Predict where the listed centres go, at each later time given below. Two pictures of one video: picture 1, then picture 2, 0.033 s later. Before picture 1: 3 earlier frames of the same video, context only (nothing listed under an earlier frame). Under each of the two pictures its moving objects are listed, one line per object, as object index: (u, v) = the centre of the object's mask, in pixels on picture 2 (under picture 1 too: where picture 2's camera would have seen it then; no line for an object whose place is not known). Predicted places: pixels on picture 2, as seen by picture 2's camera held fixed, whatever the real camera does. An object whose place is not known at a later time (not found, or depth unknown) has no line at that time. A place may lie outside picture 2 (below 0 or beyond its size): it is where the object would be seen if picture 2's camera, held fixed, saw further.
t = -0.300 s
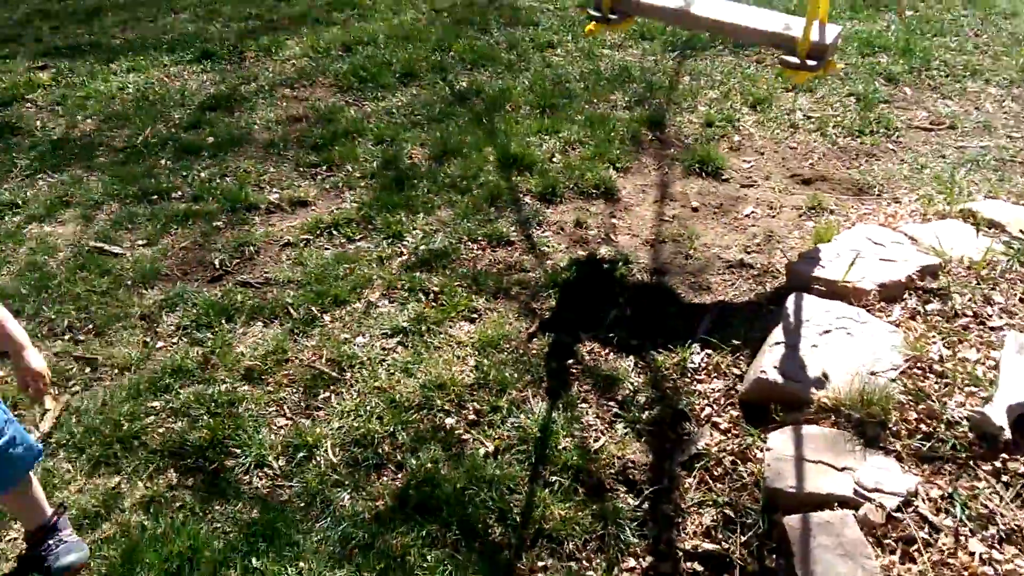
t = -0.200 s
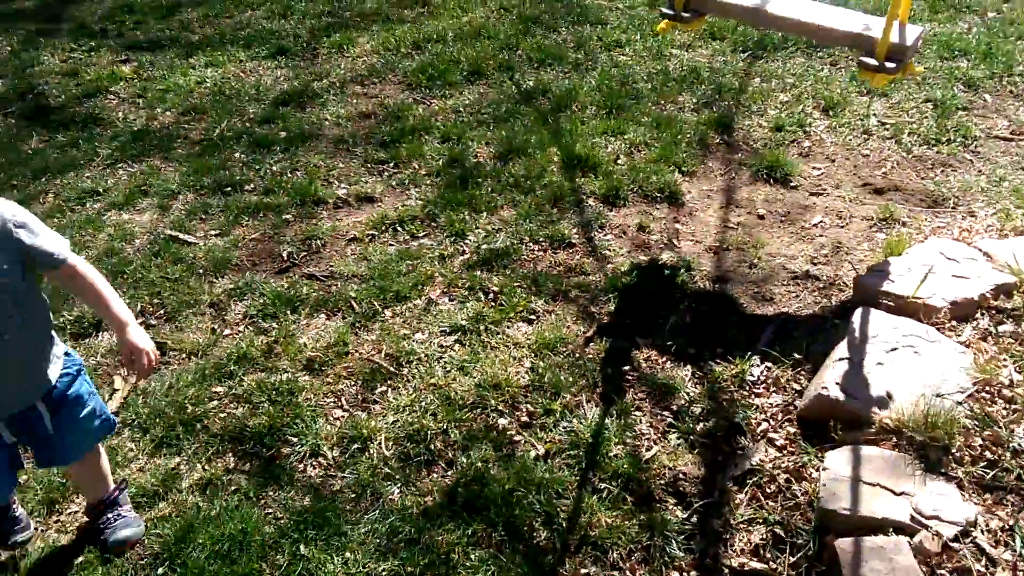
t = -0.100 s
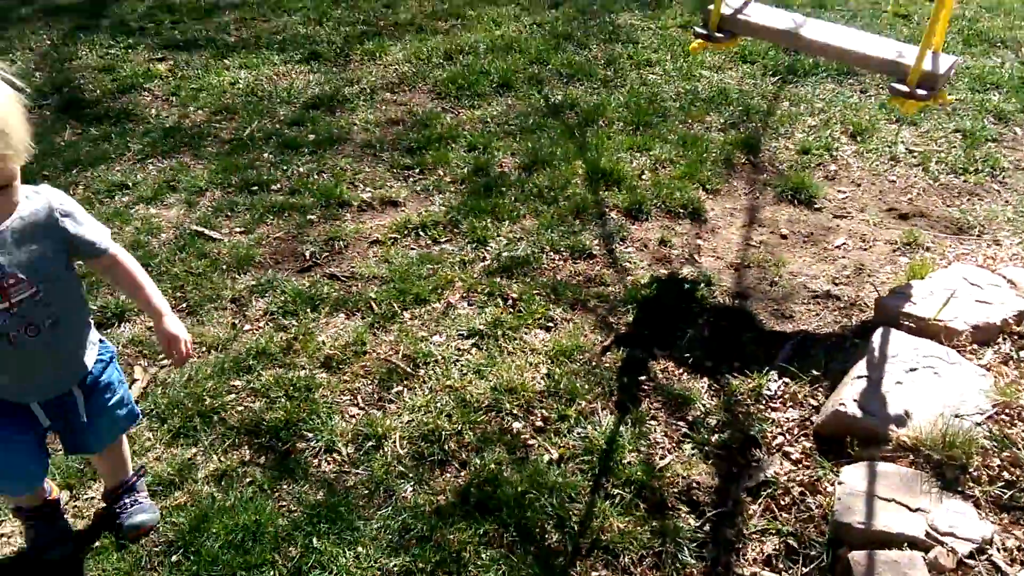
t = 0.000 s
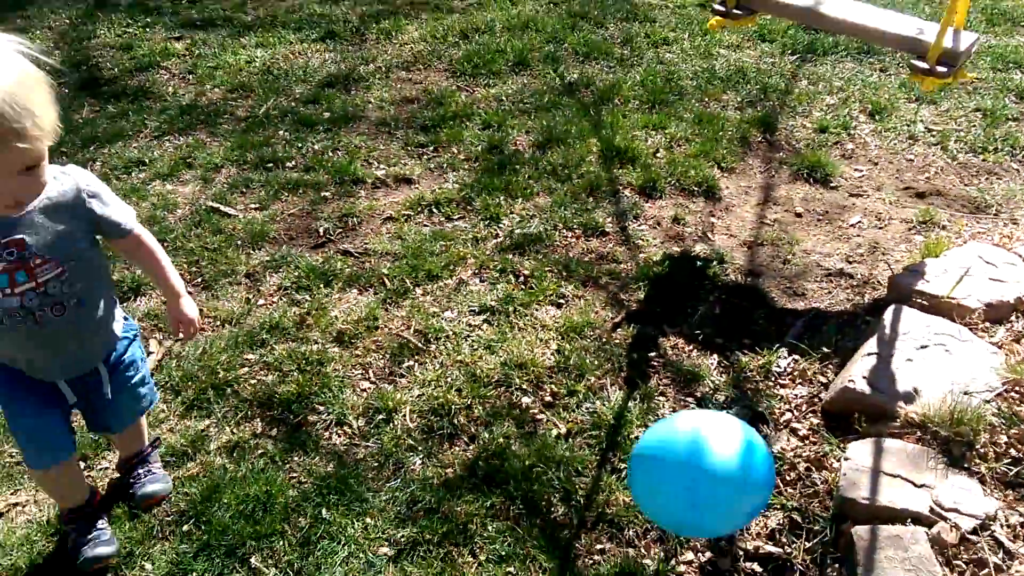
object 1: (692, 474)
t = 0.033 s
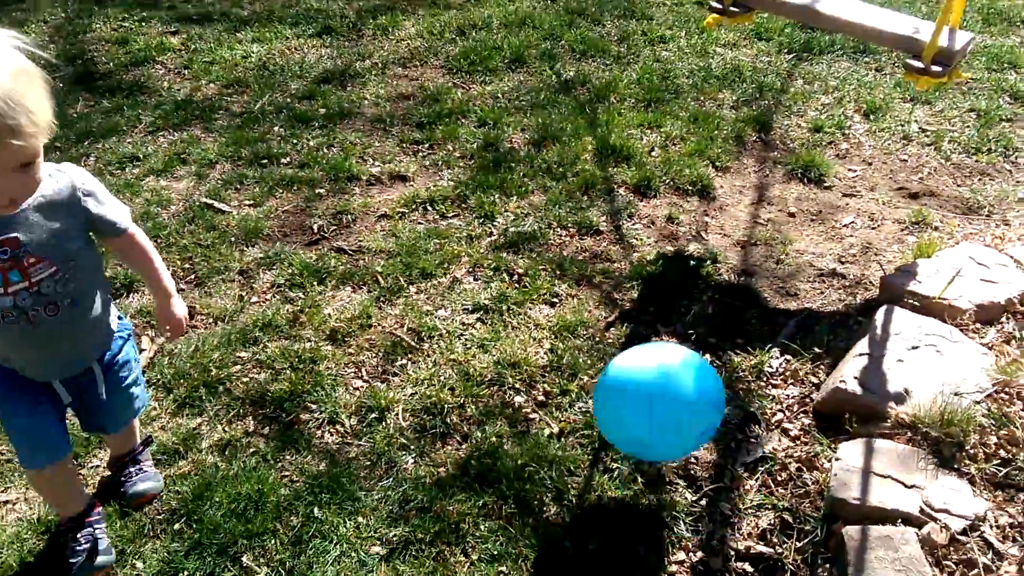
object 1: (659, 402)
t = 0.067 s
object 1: (628, 346)
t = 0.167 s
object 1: (567, 244)
